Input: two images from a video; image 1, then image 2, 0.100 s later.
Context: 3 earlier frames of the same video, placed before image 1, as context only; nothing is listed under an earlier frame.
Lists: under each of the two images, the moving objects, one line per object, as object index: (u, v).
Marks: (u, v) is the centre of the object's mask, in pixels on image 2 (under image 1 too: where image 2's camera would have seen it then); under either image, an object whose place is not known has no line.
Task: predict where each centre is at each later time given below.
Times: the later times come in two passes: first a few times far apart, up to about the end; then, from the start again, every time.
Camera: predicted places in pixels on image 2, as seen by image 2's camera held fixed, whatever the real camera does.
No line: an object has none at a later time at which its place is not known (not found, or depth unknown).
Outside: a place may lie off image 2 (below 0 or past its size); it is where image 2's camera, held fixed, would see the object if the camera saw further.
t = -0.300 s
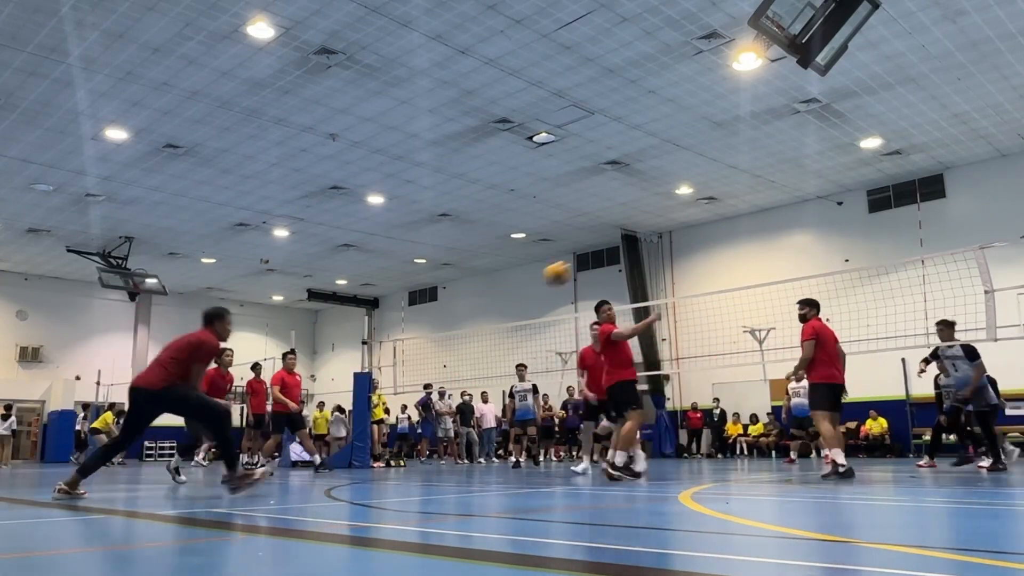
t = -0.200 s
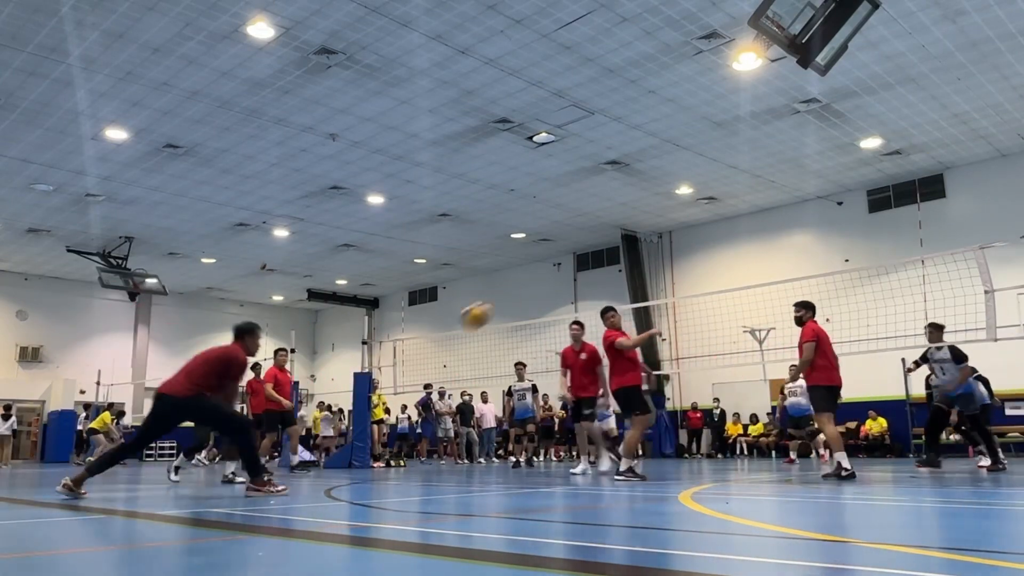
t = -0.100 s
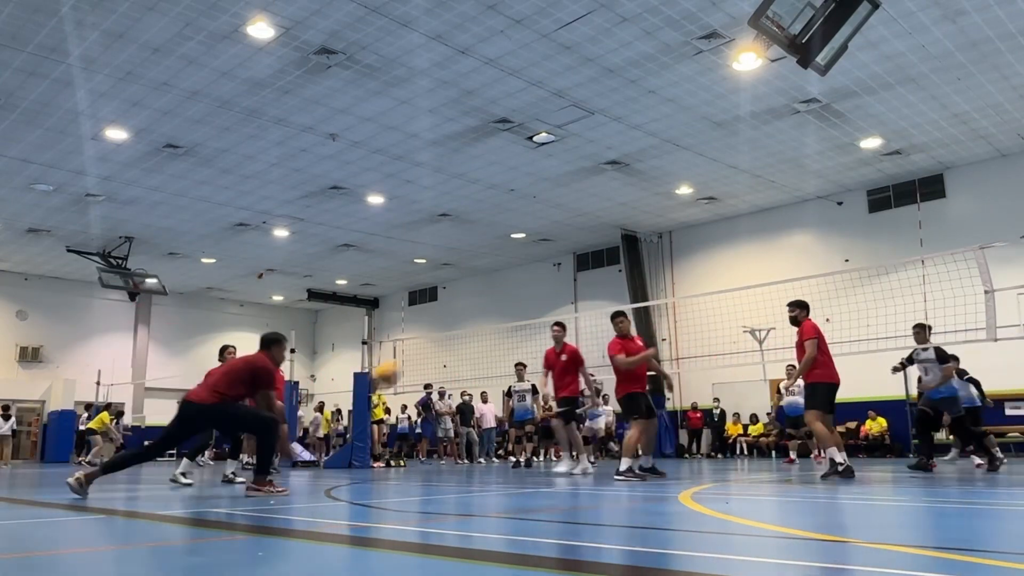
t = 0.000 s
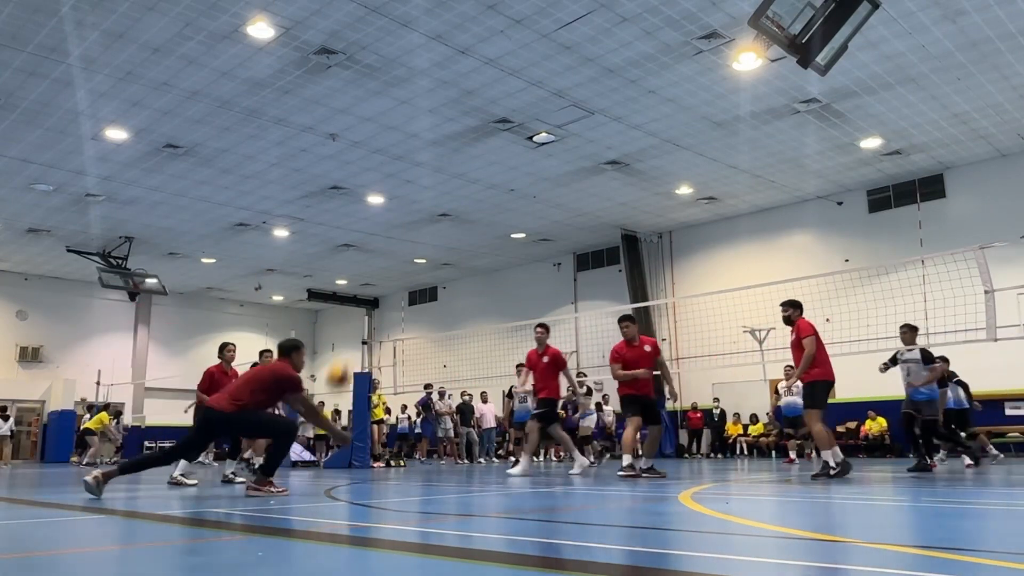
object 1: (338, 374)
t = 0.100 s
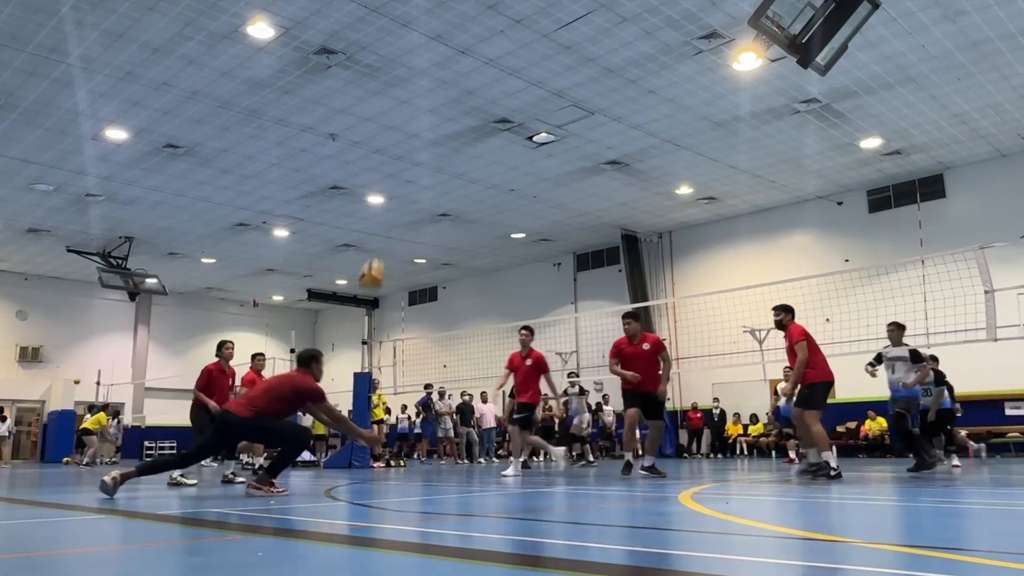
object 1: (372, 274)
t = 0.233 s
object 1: (406, 175)
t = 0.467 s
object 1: (451, 65)
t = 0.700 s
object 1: (485, 19)
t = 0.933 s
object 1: (514, 21)
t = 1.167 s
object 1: (540, 65)
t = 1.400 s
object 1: (565, 146)
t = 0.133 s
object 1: (381, 246)
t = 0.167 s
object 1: (390, 220)
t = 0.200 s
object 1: (397, 197)
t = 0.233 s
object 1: (406, 175)
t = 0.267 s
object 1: (414, 155)
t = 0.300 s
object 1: (420, 135)
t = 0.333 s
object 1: (427, 119)
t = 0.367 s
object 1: (434, 103)
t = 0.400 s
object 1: (439, 89)
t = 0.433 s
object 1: (445, 76)
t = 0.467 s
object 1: (451, 65)
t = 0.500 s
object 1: (457, 56)
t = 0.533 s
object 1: (462, 46)
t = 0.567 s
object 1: (466, 38)
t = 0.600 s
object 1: (471, 32)
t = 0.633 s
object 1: (476, 27)
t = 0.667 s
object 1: (481, 22)
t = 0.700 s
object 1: (485, 19)
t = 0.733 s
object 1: (490, 16)
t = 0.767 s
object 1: (494, 15)
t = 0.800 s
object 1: (498, 15)
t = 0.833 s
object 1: (502, 15)
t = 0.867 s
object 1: (506, 16)
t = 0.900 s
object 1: (510, 18)
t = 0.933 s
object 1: (514, 21)
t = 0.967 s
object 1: (518, 24)
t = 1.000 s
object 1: (522, 29)
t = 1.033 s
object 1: (525, 35)
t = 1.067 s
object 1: (529, 41)
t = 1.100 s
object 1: (533, 48)
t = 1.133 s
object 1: (536, 56)
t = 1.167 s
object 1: (540, 65)
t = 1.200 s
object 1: (544, 74)
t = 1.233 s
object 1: (547, 84)
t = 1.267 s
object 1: (551, 95)
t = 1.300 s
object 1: (555, 107)
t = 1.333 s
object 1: (559, 119)
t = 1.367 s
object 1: (562, 132)
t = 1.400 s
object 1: (565, 146)
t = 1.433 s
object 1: (569, 160)
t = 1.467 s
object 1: (573, 176)
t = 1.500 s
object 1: (576, 192)
